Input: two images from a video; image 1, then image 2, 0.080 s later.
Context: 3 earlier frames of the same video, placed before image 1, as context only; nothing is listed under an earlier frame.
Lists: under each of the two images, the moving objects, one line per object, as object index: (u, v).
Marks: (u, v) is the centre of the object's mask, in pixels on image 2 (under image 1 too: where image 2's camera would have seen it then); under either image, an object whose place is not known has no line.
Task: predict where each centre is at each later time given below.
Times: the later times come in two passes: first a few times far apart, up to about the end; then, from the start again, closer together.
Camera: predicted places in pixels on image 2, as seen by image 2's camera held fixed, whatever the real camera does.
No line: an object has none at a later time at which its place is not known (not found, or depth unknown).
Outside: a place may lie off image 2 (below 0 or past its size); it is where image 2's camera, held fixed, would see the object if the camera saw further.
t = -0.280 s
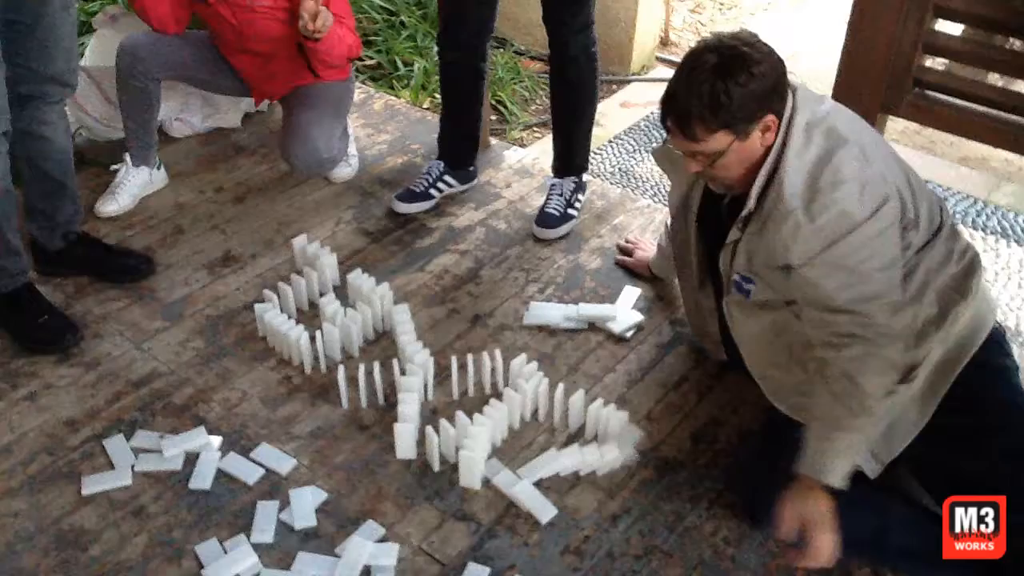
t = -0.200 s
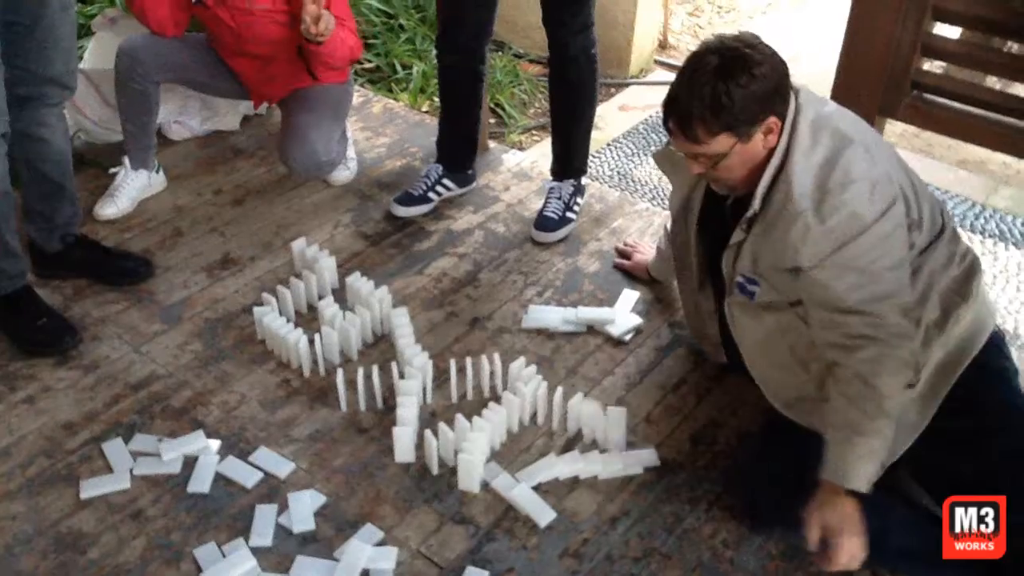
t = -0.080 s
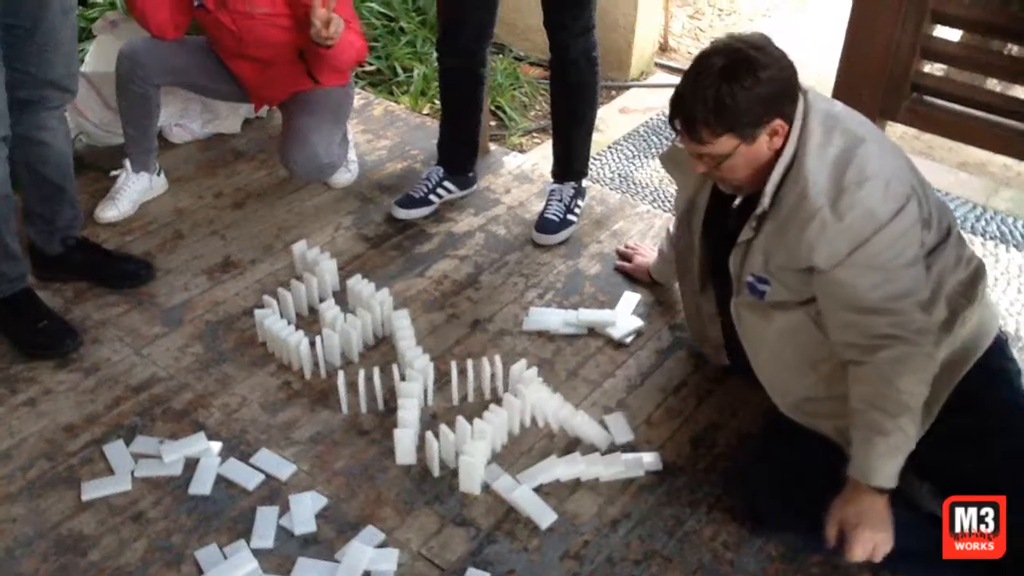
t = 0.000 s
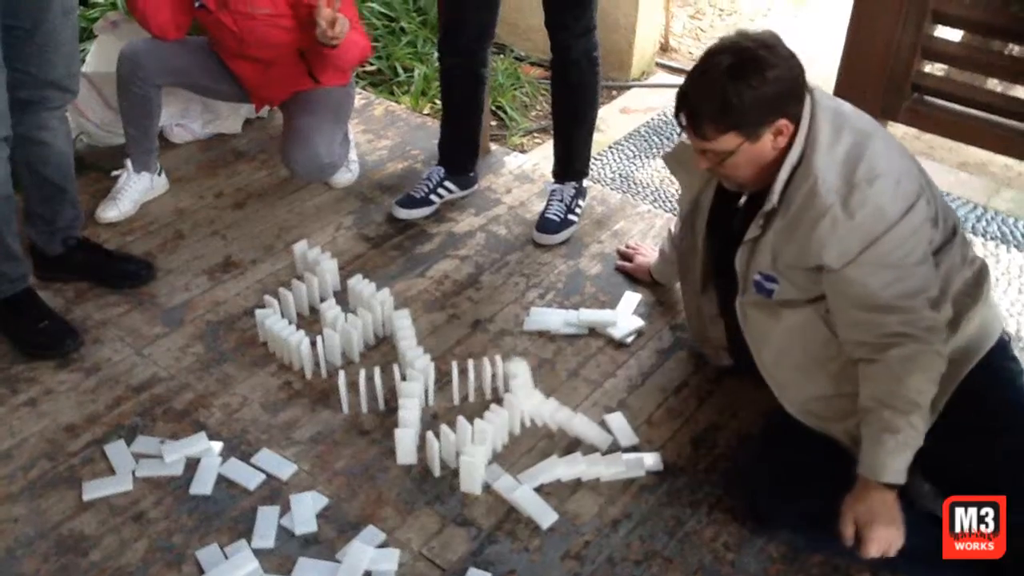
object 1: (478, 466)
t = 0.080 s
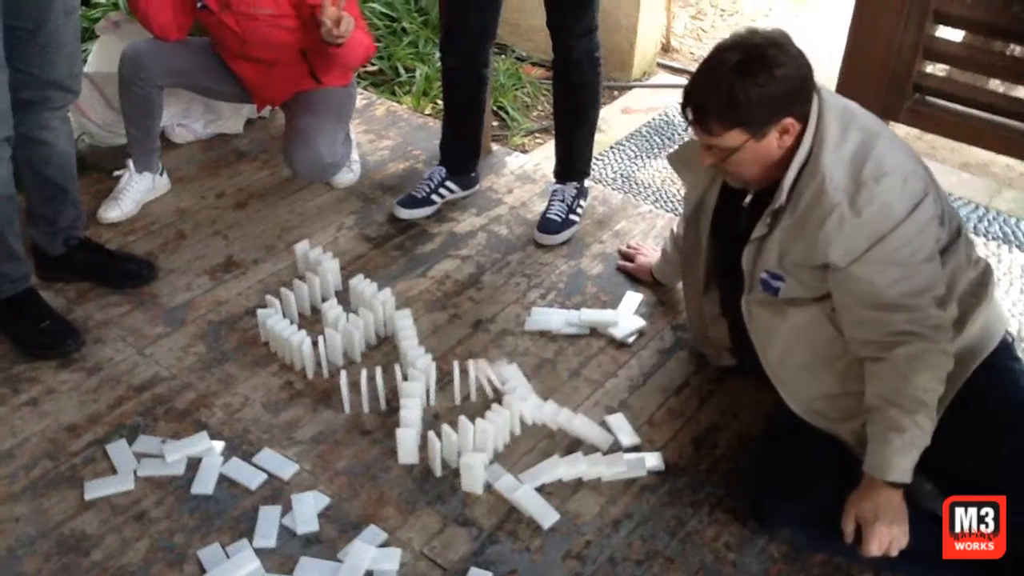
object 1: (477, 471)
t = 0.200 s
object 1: (464, 492)
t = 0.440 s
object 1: (465, 515)
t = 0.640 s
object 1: (461, 521)
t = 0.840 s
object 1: (461, 521)
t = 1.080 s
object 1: (461, 521)
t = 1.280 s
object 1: (461, 521)
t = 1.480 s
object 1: (461, 521)
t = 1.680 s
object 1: (461, 521)
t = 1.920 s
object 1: (461, 521)
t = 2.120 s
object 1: (461, 521)
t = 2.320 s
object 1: (461, 521)
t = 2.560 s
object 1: (461, 521)
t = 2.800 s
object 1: (461, 521)
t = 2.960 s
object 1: (461, 521)
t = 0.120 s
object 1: (476, 476)
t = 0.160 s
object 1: (471, 478)
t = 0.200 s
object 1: (464, 492)
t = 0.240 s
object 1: (462, 507)
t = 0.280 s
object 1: (464, 505)
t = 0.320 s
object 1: (465, 506)
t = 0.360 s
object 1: (465, 506)
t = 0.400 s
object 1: (465, 508)
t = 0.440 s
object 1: (465, 515)
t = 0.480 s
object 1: (462, 520)
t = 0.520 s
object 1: (461, 522)
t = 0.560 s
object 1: (461, 522)
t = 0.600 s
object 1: (461, 522)
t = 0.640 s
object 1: (461, 521)
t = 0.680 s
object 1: (461, 521)
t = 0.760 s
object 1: (461, 521)
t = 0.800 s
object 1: (461, 521)
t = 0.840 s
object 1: (461, 521)
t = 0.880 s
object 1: (462, 521)
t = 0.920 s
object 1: (461, 521)
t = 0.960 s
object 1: (462, 521)
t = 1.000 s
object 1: (461, 521)
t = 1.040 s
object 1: (461, 521)
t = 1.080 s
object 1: (461, 521)
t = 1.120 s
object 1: (461, 521)
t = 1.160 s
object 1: (461, 521)
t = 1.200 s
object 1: (461, 521)
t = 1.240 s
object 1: (461, 521)
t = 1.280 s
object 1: (461, 521)
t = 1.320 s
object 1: (461, 521)
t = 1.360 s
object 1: (461, 521)
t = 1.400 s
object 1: (461, 521)
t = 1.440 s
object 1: (461, 521)
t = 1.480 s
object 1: (461, 521)
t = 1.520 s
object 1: (461, 521)
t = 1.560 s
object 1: (461, 521)
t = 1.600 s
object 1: (461, 521)
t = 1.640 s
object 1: (461, 521)
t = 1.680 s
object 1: (461, 521)
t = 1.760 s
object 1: (461, 521)
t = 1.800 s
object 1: (461, 521)
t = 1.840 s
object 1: (461, 521)
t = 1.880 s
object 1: (461, 521)
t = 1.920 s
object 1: (461, 521)
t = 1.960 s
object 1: (461, 521)
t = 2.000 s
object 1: (461, 521)
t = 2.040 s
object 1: (461, 521)
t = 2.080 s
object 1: (461, 521)
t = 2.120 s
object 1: (461, 521)
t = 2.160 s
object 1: (461, 521)
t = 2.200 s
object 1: (461, 521)
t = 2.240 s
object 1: (461, 521)
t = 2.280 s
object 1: (461, 521)
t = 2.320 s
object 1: (461, 521)
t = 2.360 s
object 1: (461, 521)
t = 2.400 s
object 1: (461, 521)
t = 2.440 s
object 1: (461, 521)
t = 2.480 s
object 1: (461, 521)
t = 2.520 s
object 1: (461, 521)
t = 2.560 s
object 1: (461, 521)
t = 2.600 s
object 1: (461, 521)
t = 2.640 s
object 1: (461, 521)
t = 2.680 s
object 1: (461, 521)
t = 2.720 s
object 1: (461, 521)
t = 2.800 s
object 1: (461, 521)
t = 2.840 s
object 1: (461, 521)
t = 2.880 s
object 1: (461, 522)
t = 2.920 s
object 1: (461, 521)
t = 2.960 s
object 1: (461, 521)
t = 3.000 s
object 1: (461, 521)
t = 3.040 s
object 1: (461, 522)
